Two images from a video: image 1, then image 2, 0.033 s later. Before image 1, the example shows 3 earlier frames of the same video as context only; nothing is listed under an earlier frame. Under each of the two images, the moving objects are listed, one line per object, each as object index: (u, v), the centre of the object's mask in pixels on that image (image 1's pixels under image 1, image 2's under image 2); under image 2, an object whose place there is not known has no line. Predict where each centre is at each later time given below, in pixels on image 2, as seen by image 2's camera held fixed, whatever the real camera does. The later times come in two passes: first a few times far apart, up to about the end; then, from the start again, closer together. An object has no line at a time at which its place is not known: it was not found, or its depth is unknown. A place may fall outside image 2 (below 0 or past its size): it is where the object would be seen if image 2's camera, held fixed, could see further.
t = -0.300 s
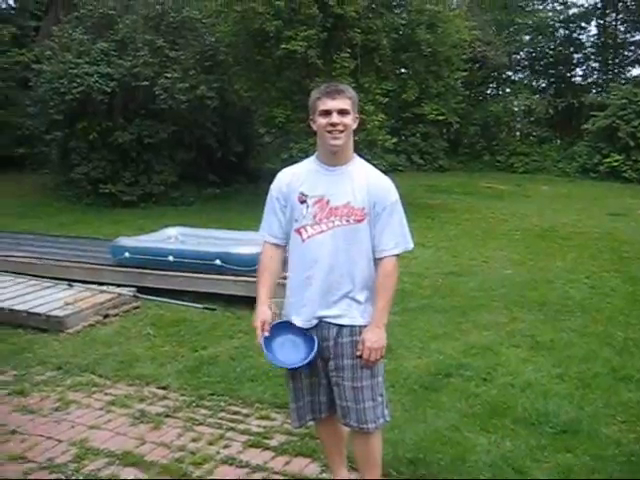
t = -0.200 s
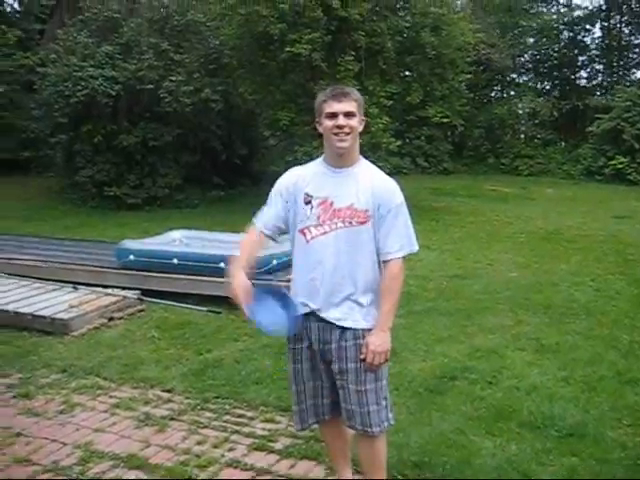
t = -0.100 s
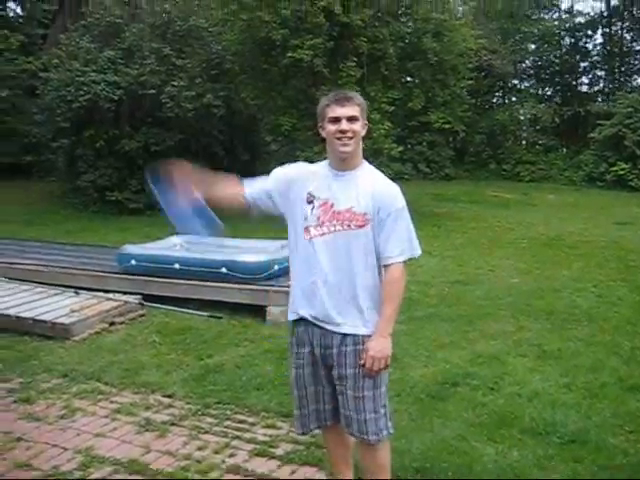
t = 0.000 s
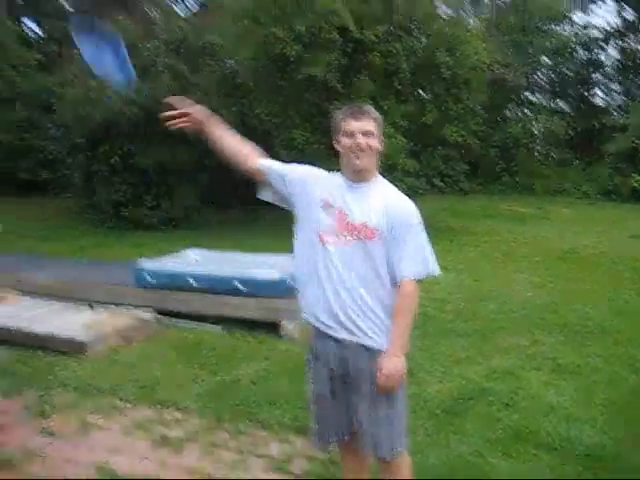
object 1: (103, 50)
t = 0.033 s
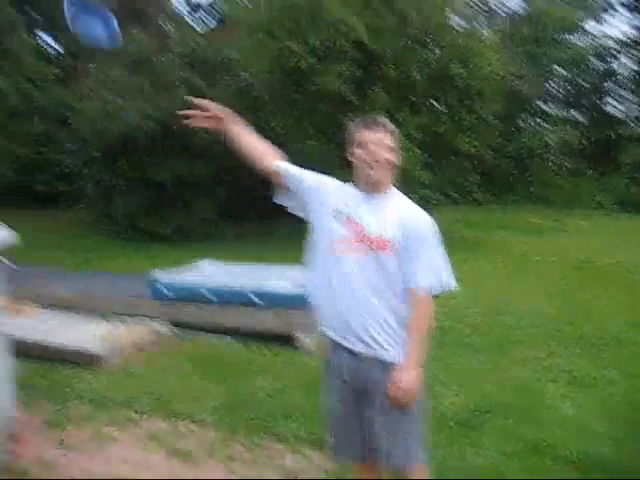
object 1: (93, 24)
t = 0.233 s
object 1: (-20, -127)
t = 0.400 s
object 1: (-97, -174)
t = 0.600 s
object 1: (-153, -157)
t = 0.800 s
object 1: (-202, -98)
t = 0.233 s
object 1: (-20, -127)
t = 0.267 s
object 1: (-48, -147)
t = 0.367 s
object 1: (-83, -170)
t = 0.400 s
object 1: (-97, -174)
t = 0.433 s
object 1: (-103, -173)
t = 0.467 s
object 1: (-113, -172)
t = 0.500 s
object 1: (-127, -171)
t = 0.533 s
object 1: (-138, -169)
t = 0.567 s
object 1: (-145, -162)
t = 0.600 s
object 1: (-153, -157)
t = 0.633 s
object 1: (-163, -151)
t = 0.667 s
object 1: (-171, -143)
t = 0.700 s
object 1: (-178, -134)
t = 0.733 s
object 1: (-186, -123)
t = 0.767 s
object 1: (-194, -110)
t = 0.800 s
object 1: (-202, -98)
